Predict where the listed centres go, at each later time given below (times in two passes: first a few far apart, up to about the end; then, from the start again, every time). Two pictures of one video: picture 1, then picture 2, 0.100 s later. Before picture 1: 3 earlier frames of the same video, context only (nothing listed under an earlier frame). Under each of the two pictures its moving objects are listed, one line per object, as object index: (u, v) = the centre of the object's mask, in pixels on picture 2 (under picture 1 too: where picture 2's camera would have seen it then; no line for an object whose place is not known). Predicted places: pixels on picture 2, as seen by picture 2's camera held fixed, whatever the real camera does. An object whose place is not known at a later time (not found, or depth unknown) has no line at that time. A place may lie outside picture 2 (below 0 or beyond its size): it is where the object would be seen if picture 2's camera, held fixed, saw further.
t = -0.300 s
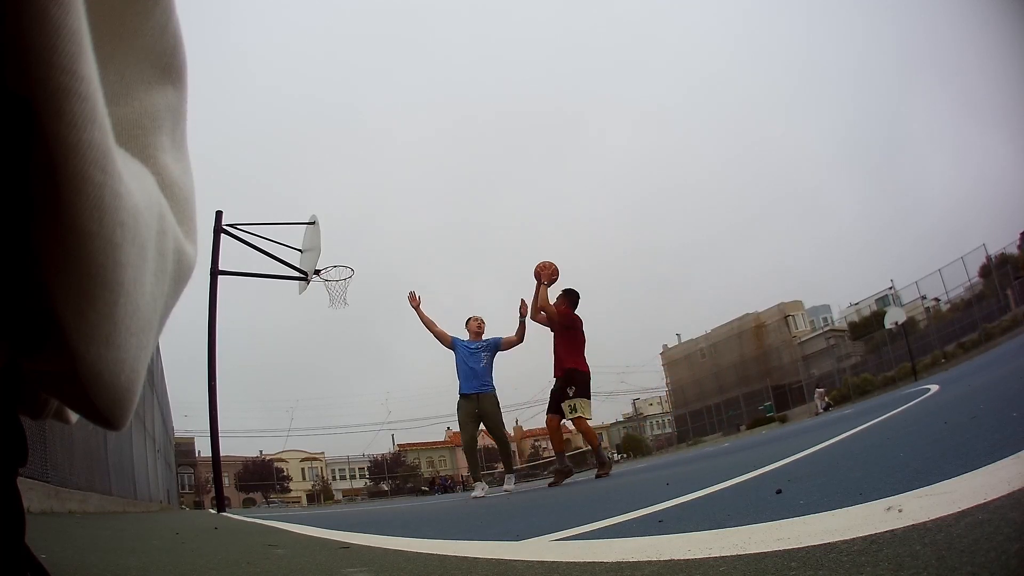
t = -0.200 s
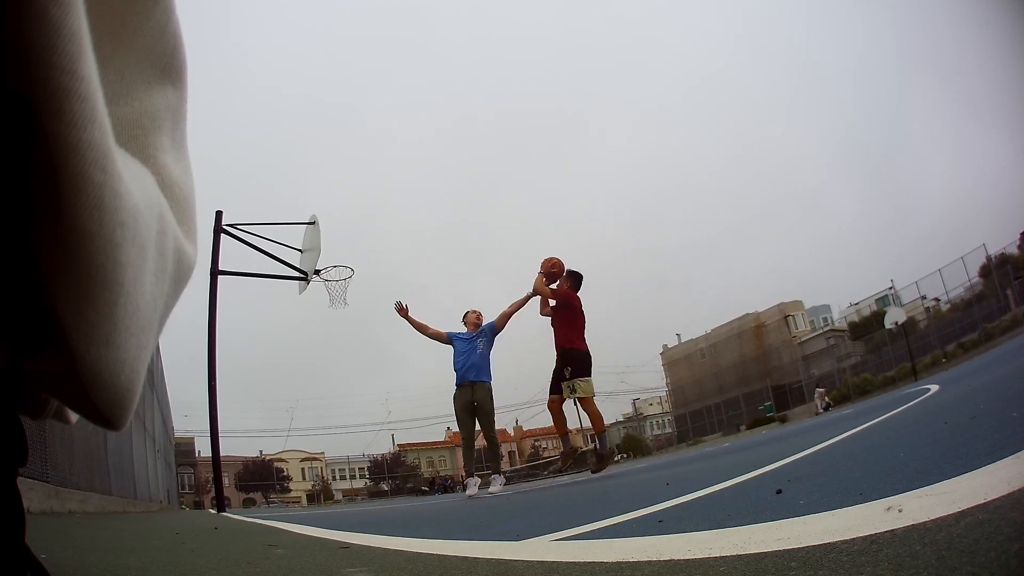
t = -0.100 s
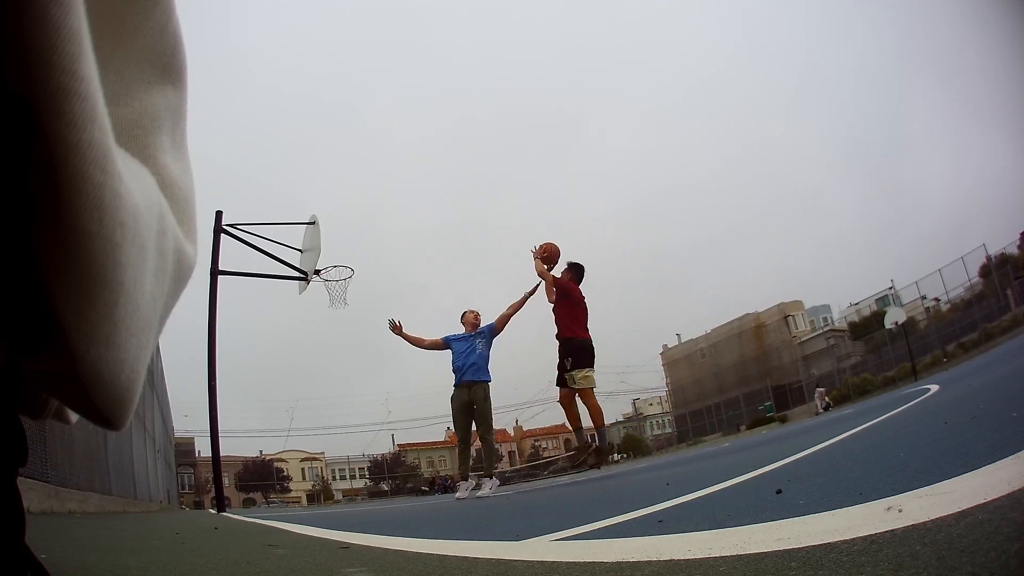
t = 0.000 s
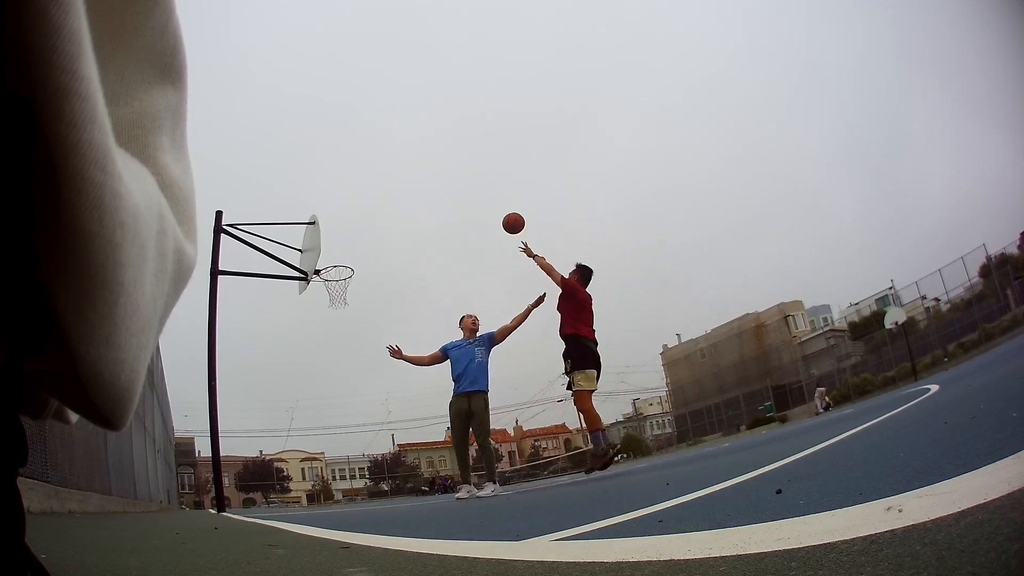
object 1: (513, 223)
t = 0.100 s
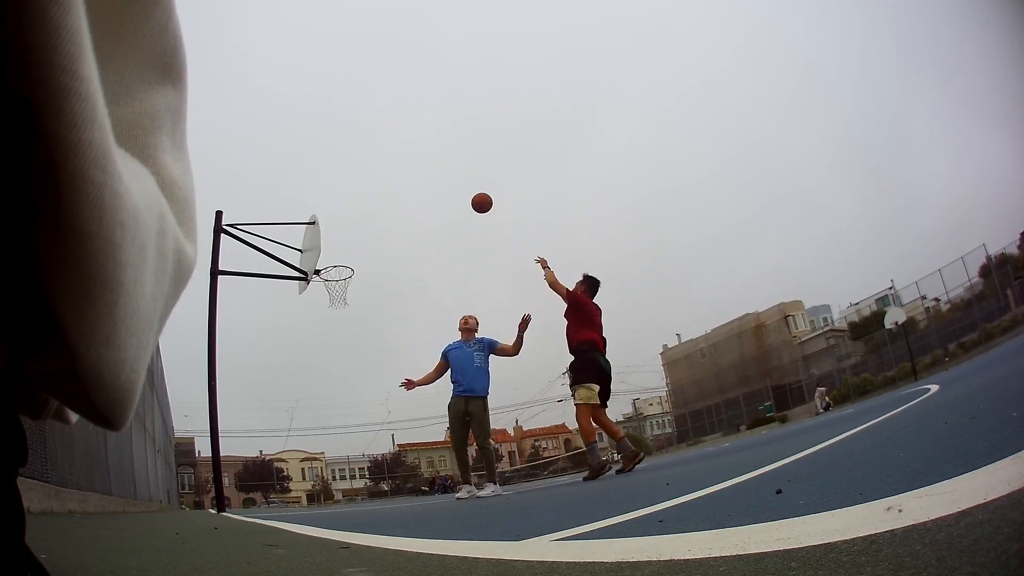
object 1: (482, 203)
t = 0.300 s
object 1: (430, 187)
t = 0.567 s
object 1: (375, 208)
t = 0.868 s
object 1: (334, 276)
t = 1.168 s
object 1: (347, 288)
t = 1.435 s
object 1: (334, 339)
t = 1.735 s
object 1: (327, 470)
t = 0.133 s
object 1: (472, 198)
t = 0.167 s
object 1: (463, 194)
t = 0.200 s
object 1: (454, 191)
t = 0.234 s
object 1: (446, 189)
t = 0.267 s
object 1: (438, 188)
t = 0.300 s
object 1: (430, 187)
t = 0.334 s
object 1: (423, 187)
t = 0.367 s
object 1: (415, 188)
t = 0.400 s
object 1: (408, 190)
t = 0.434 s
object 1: (401, 192)
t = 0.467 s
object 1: (394, 195)
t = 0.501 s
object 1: (388, 199)
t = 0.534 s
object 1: (381, 203)
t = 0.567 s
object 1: (375, 208)
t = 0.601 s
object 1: (369, 214)
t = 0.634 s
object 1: (363, 220)
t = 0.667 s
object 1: (357, 227)
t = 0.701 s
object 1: (351, 235)
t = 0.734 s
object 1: (345, 243)
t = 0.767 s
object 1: (340, 252)
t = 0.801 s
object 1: (334, 262)
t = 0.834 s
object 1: (328, 272)
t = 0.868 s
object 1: (334, 276)
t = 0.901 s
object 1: (342, 279)
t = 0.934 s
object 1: (351, 282)
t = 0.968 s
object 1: (354, 282)
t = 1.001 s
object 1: (354, 281)
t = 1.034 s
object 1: (353, 281)
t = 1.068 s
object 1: (352, 282)
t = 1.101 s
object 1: (350, 283)
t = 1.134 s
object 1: (349, 285)
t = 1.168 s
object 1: (347, 288)
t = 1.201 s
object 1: (346, 291)
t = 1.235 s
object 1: (344, 296)
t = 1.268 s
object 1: (342, 301)
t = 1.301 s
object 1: (340, 306)
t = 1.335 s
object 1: (339, 313)
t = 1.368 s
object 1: (337, 321)
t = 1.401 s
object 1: (335, 329)
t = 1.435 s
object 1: (334, 339)
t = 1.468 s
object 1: (332, 350)
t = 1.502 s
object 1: (331, 361)
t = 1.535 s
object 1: (330, 373)
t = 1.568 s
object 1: (329, 387)
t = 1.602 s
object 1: (328, 401)
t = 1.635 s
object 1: (328, 417)
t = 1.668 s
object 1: (327, 434)
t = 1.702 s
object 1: (327, 451)
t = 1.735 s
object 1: (327, 470)
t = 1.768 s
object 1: (326, 490)
